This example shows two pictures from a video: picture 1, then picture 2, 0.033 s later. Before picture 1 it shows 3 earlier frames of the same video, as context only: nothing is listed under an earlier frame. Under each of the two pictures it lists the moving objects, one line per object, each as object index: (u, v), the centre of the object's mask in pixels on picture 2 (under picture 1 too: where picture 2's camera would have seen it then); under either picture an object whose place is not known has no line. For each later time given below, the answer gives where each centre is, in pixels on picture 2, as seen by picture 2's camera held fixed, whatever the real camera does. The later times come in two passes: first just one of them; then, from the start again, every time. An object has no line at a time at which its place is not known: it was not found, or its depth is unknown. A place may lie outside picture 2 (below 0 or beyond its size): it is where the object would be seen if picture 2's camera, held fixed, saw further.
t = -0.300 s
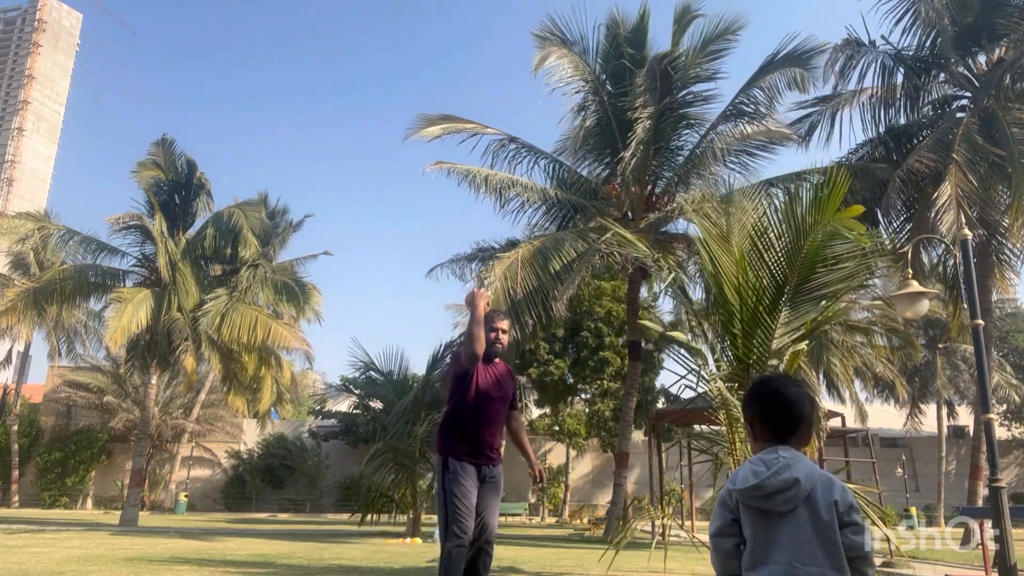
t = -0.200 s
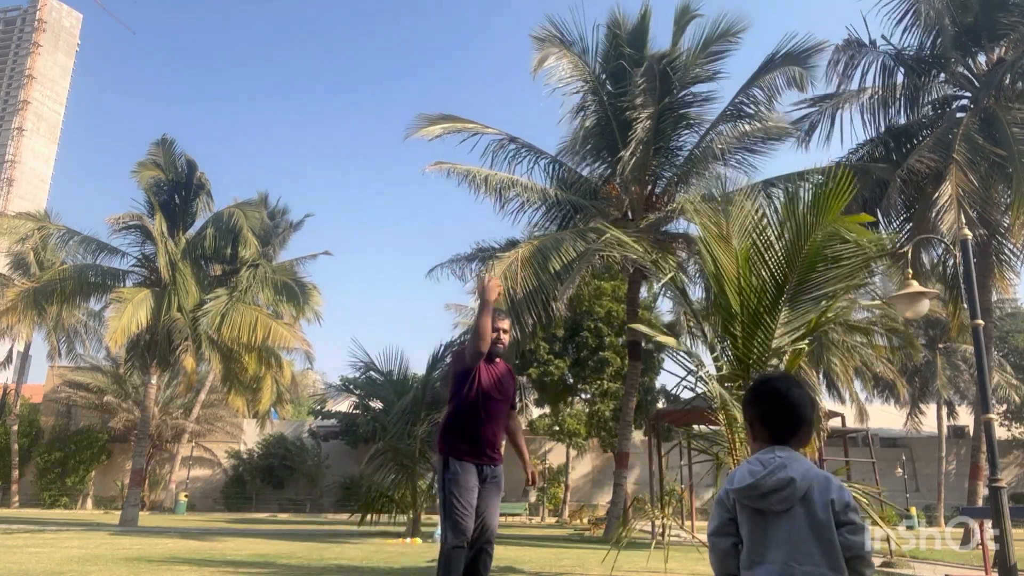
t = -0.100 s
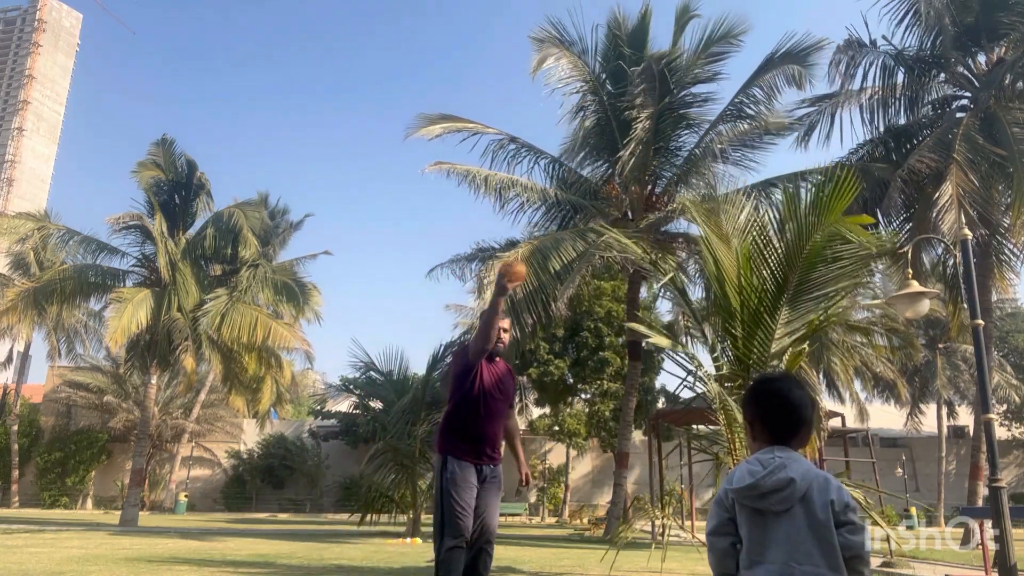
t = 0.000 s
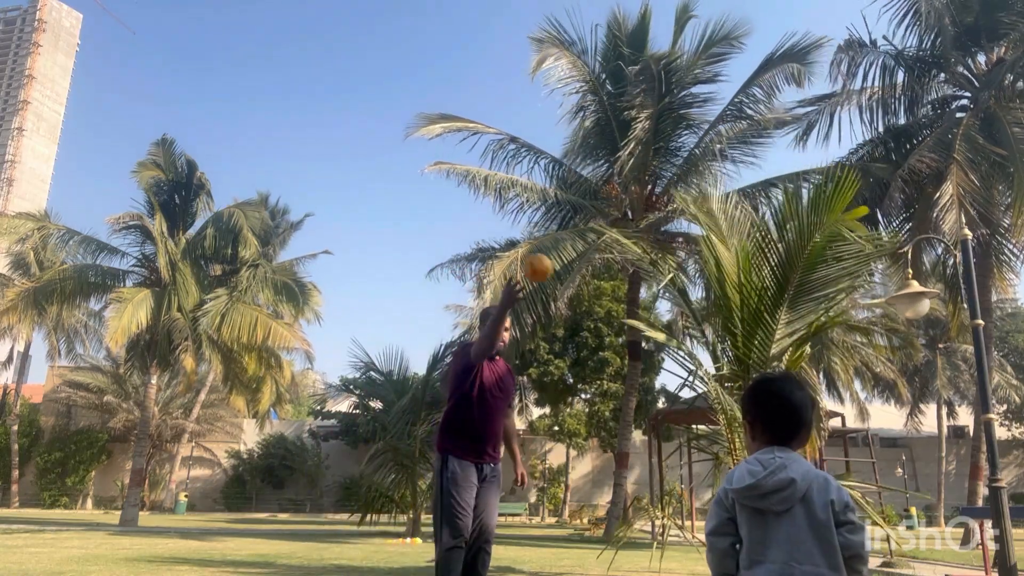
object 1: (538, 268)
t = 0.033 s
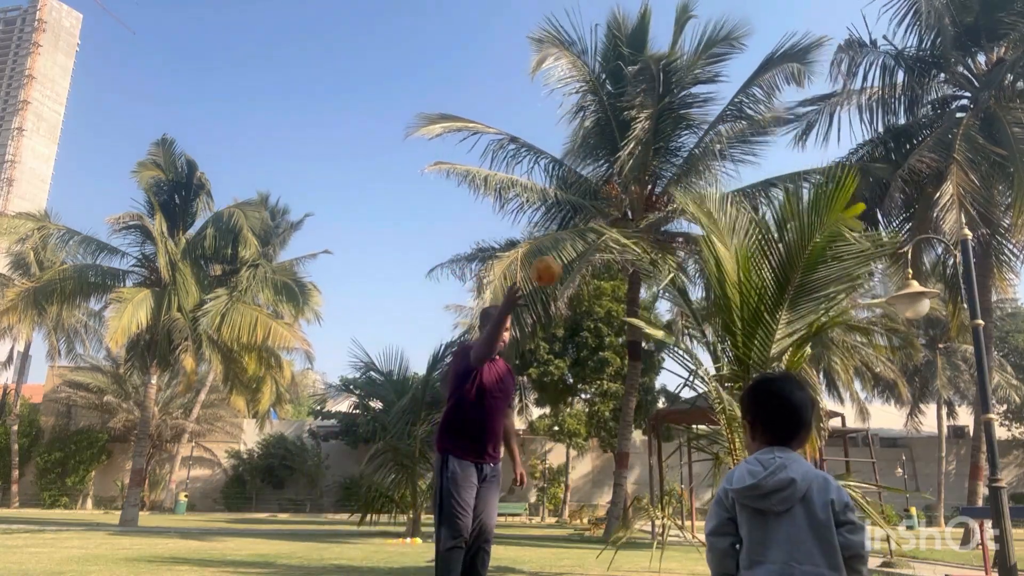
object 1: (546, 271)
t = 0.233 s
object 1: (592, 360)
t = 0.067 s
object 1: (554, 278)
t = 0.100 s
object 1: (561, 287)
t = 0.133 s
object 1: (569, 300)
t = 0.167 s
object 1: (577, 315)
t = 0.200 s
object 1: (585, 335)
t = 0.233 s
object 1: (592, 360)
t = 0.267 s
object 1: (599, 388)
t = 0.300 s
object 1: (606, 423)
